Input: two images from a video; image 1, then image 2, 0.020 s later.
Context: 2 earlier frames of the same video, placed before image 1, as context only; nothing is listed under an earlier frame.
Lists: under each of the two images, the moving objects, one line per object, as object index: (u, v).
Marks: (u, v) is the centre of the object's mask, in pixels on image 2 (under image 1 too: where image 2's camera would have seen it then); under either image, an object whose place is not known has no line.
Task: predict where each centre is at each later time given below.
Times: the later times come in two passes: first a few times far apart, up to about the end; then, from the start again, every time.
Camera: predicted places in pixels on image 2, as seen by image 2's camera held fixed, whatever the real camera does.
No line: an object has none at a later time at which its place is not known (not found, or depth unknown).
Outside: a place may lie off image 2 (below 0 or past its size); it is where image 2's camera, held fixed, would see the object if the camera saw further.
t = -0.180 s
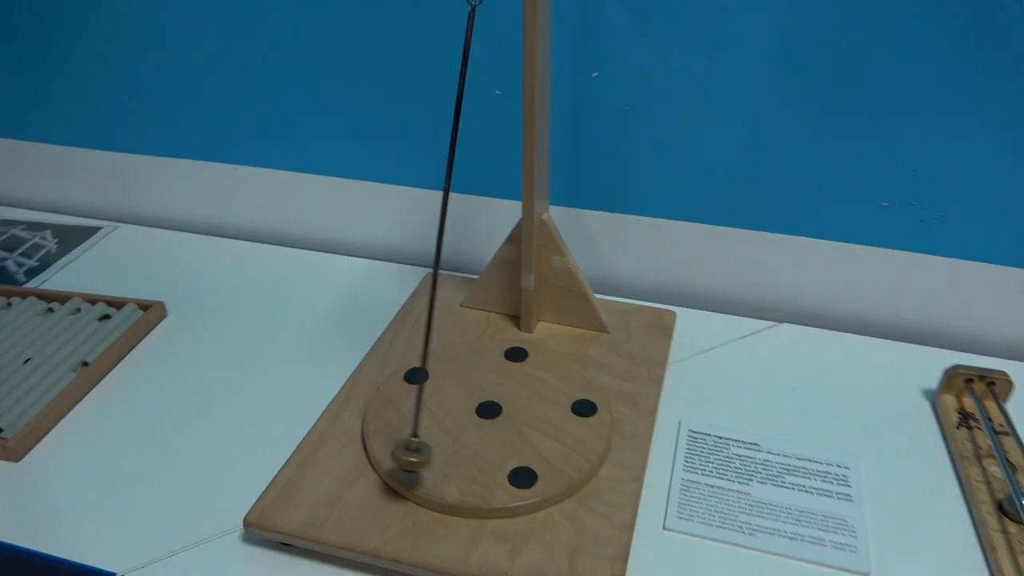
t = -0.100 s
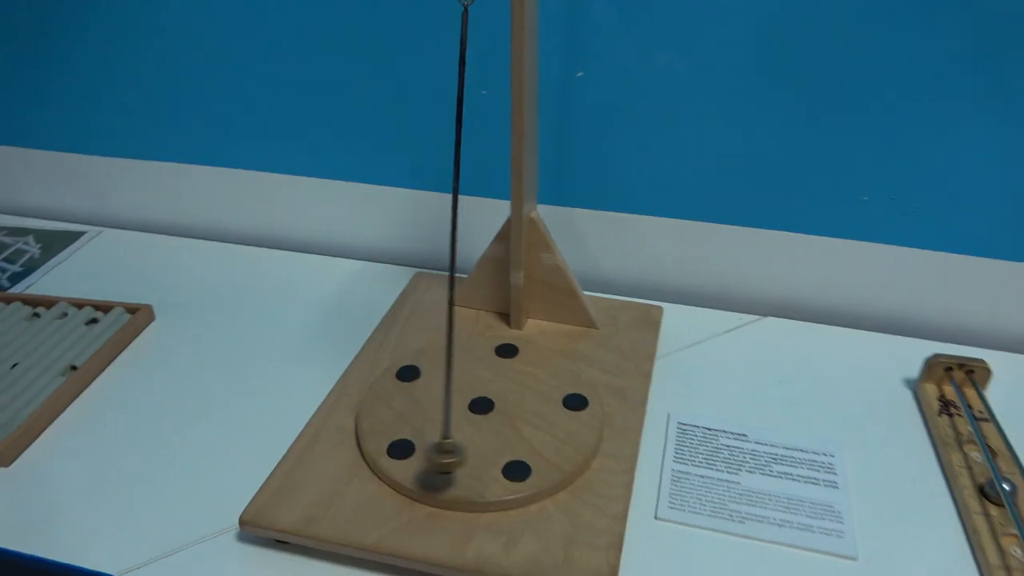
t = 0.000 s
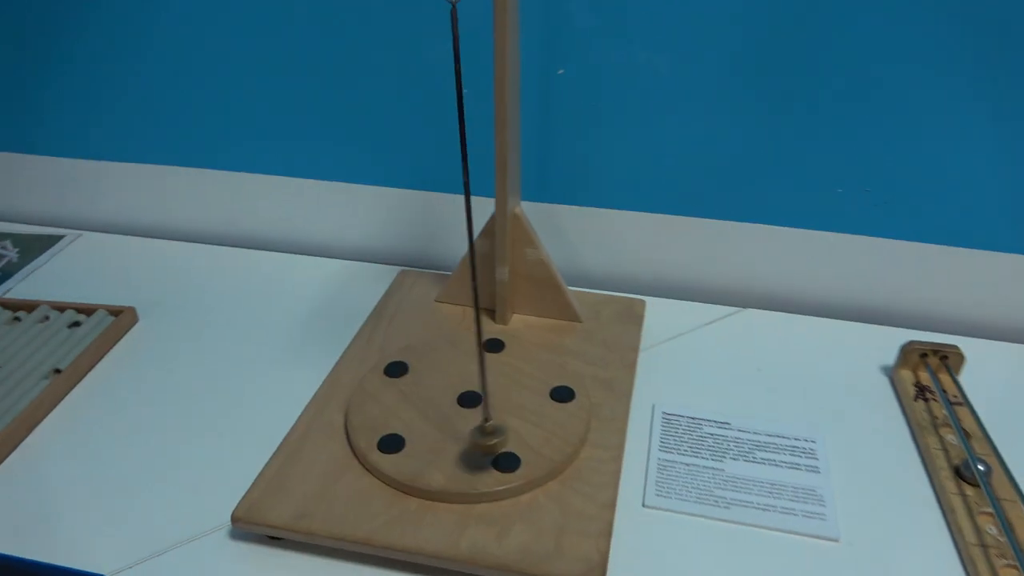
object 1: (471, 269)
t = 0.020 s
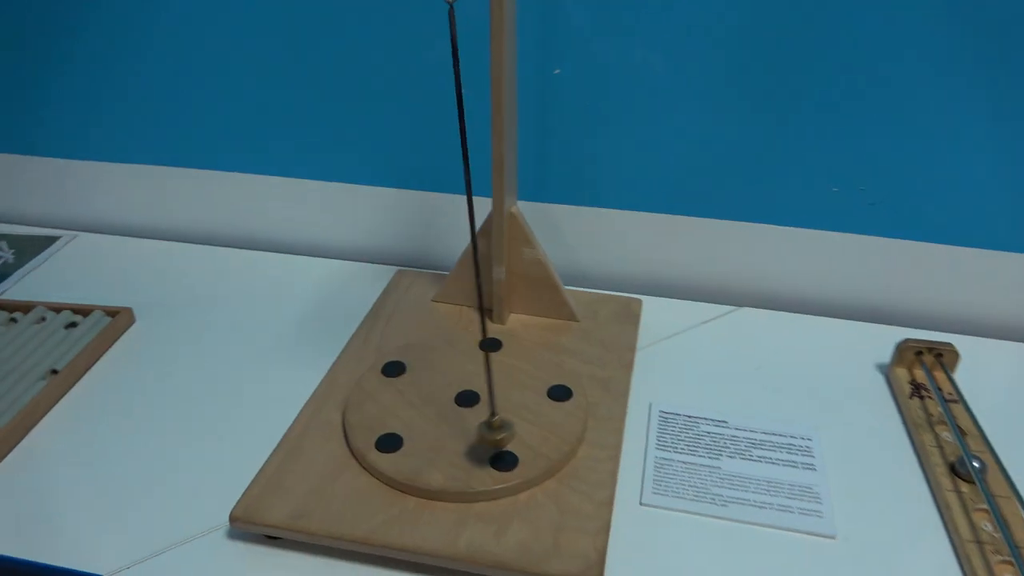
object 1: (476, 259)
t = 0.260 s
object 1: (505, 213)
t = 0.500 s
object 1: (460, 193)
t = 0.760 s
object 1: (402, 232)
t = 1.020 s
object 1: (431, 270)
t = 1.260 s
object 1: (499, 250)
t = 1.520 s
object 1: (494, 201)
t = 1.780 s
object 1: (429, 217)
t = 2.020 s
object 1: (402, 253)
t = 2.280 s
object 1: (465, 267)
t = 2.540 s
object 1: (509, 221)
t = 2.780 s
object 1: (469, 203)
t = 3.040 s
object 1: (404, 236)
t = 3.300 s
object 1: (421, 276)
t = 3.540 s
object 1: (492, 258)
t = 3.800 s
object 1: (497, 207)
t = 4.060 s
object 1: (435, 217)
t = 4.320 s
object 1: (401, 260)
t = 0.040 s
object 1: (482, 258)
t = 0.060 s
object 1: (487, 259)
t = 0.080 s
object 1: (492, 255)
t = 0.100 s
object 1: (496, 250)
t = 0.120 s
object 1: (500, 245)
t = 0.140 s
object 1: (503, 242)
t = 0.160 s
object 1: (505, 236)
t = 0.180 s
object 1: (507, 232)
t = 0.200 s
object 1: (507, 225)
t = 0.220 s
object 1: (508, 221)
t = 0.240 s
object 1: (507, 215)
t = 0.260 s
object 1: (505, 213)
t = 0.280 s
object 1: (503, 208)
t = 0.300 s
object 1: (501, 206)
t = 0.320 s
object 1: (498, 203)
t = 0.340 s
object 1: (494, 197)
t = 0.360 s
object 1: (491, 195)
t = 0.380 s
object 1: (486, 191)
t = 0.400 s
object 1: (483, 194)
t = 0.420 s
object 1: (478, 190)
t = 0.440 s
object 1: (475, 195)
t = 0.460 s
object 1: (469, 191)
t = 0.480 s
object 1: (465, 191)
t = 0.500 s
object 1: (460, 193)
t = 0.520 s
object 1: (454, 195)
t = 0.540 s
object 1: (449, 193)
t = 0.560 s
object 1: (444, 200)
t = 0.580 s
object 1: (440, 201)
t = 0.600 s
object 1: (435, 204)
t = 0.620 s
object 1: (429, 209)
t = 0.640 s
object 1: (424, 213)
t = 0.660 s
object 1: (419, 214)
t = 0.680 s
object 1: (416, 217)
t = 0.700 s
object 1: (411, 221)
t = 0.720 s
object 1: (407, 224)
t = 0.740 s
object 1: (404, 230)
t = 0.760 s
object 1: (402, 232)
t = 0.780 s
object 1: (400, 238)
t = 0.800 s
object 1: (398, 242)
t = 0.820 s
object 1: (398, 248)
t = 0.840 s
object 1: (398, 250)
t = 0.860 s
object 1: (399, 255)
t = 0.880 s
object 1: (402, 254)
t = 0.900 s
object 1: (403, 258)
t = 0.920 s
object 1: (407, 256)
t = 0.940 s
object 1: (411, 261)
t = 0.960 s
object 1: (415, 264)
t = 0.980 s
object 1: (418, 272)
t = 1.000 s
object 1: (424, 271)
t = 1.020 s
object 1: (431, 270)
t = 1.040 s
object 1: (437, 271)
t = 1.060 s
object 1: (443, 273)
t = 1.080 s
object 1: (450, 275)
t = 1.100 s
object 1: (457, 272)
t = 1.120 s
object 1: (464, 269)
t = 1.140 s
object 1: (470, 269)
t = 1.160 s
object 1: (476, 268)
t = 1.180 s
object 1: (481, 263)
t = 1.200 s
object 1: (487, 263)
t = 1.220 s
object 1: (492, 256)
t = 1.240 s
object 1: (496, 255)
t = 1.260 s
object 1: (499, 250)
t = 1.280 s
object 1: (503, 248)
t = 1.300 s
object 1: (506, 243)
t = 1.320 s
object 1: (507, 234)
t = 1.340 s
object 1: (508, 229)
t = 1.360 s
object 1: (509, 224)
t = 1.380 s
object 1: (510, 223)
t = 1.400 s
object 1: (510, 218)
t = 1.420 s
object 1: (507, 214)
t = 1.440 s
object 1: (505, 212)
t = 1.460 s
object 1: (503, 209)
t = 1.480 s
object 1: (501, 206)
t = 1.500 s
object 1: (498, 203)
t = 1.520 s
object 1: (494, 201)
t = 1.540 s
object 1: (490, 200)
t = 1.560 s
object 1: (486, 202)
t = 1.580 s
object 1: (482, 204)
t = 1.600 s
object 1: (477, 200)
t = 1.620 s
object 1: (472, 202)
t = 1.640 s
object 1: (466, 201)
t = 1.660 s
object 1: (461, 205)
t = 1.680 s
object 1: (456, 207)
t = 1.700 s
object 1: (450, 207)
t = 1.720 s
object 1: (445, 211)
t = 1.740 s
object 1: (440, 211)
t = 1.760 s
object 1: (434, 212)
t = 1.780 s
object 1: (429, 217)
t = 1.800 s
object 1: (423, 218)
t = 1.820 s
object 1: (420, 220)
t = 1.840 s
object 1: (416, 223)
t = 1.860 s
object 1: (410, 229)
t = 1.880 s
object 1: (405, 233)
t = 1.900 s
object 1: (402, 236)
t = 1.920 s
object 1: (401, 239)
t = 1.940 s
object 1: (398, 243)
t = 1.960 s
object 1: (397, 245)
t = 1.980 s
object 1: (397, 250)
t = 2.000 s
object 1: (398, 254)
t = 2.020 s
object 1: (402, 253)
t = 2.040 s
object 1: (403, 256)
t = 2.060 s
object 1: (405, 257)
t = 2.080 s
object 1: (408, 257)
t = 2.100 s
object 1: (412, 263)
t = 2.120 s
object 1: (416, 265)
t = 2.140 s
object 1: (420, 271)
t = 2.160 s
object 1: (426, 276)
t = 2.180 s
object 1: (432, 272)
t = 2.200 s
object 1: (438, 274)
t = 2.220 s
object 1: (445, 277)
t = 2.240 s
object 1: (451, 274)
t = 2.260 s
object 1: (459, 268)
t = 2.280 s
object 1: (465, 267)
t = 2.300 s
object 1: (472, 270)
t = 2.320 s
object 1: (477, 266)
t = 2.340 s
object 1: (483, 262)
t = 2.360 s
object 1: (488, 259)
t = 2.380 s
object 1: (493, 257)
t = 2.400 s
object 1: (496, 252)
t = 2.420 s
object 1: (500, 247)
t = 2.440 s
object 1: (503, 240)
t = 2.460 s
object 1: (506, 239)
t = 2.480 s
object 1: (508, 237)
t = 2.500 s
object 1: (509, 229)
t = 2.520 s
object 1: (509, 223)
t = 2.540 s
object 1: (509, 221)
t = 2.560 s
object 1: (508, 218)
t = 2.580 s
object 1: (506, 215)
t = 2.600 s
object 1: (504, 208)
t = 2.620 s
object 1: (502, 206)
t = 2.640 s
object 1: (499, 206)
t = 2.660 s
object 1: (496, 205)
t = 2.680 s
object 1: (493, 200)
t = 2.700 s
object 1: (488, 200)
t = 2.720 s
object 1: (485, 203)
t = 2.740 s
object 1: (479, 199)
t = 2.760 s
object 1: (475, 205)
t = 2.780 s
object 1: (469, 203)
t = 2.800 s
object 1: (464, 202)
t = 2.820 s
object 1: (458, 204)
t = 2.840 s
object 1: (453, 207)
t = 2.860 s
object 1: (447, 213)
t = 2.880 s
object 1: (442, 214)
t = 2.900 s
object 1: (437, 214)
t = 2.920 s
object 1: (432, 215)
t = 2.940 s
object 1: (427, 220)
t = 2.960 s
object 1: (421, 223)
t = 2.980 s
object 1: (417, 227)
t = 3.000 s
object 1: (413, 229)
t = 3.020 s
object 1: (408, 233)
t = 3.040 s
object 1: (404, 236)
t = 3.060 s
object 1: (402, 239)
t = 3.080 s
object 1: (400, 241)
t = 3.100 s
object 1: (398, 246)
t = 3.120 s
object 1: (398, 249)
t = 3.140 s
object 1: (398, 254)
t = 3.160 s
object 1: (397, 260)
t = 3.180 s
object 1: (401, 253)
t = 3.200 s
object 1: (402, 257)
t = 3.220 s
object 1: (404, 260)
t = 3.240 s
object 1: (408, 260)
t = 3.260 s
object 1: (411, 267)
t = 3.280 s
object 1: (415, 270)
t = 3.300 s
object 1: (421, 276)
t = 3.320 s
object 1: (426, 276)
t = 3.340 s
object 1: (433, 274)
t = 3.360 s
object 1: (439, 276)
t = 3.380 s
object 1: (446, 279)
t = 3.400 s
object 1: (452, 277)
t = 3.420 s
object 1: (459, 267)
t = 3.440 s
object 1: (466, 267)
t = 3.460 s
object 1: (472, 270)
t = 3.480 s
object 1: (477, 266)
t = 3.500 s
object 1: (483, 265)
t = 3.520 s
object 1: (488, 264)
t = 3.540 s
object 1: (492, 258)
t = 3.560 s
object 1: (496, 256)
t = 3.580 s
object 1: (500, 250)
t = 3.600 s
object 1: (503, 247)
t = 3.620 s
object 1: (505, 242)
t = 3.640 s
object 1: (507, 236)
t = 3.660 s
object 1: (507, 230)
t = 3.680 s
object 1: (507, 225)
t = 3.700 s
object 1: (507, 221)
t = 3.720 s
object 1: (506, 218)
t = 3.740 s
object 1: (504, 214)
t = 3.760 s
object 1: (502, 212)
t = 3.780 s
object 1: (500, 209)
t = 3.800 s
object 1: (497, 207)
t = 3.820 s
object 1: (493, 204)
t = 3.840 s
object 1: (490, 205)
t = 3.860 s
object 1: (486, 205)
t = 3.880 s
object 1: (481, 202)
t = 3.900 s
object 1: (476, 205)
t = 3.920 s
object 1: (472, 208)
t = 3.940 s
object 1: (467, 206)
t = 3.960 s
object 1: (461, 208)
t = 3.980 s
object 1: (457, 206)
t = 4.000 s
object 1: (451, 209)
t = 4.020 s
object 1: (446, 210)
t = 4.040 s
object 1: (443, 213)
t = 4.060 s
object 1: (435, 217)
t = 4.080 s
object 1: (429, 221)
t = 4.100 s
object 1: (425, 225)
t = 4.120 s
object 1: (420, 229)
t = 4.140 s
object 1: (415, 230)
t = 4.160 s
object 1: (412, 233)
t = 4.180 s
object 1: (408, 236)
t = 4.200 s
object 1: (404, 242)
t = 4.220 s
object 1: (403, 243)
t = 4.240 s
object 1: (402, 242)
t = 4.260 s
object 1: (399, 252)
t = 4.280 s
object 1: (399, 254)
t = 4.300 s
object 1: (399, 258)
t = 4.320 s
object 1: (401, 260)
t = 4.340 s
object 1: (403, 261)
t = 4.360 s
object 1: (405, 262)
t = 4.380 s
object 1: (407, 267)
